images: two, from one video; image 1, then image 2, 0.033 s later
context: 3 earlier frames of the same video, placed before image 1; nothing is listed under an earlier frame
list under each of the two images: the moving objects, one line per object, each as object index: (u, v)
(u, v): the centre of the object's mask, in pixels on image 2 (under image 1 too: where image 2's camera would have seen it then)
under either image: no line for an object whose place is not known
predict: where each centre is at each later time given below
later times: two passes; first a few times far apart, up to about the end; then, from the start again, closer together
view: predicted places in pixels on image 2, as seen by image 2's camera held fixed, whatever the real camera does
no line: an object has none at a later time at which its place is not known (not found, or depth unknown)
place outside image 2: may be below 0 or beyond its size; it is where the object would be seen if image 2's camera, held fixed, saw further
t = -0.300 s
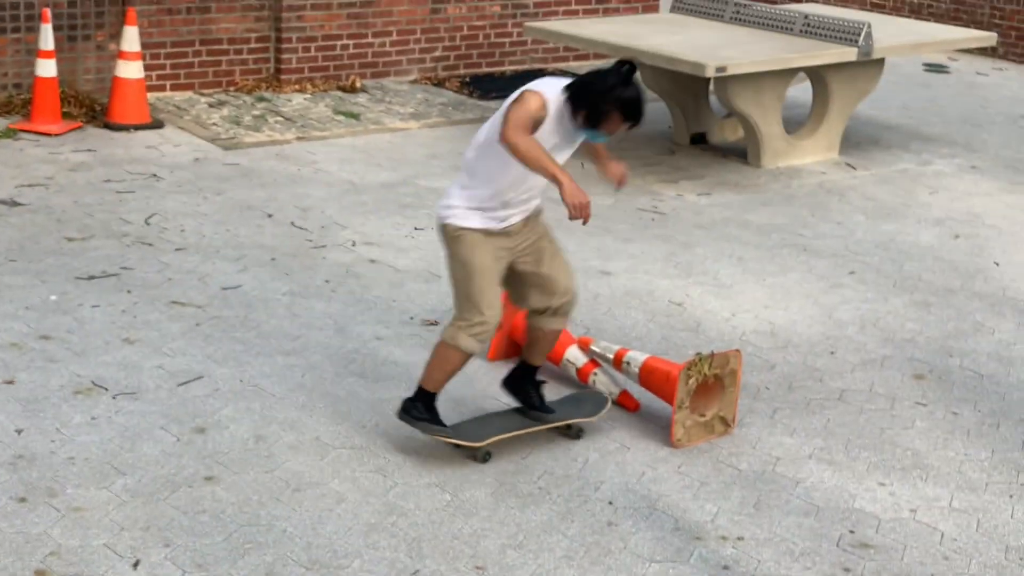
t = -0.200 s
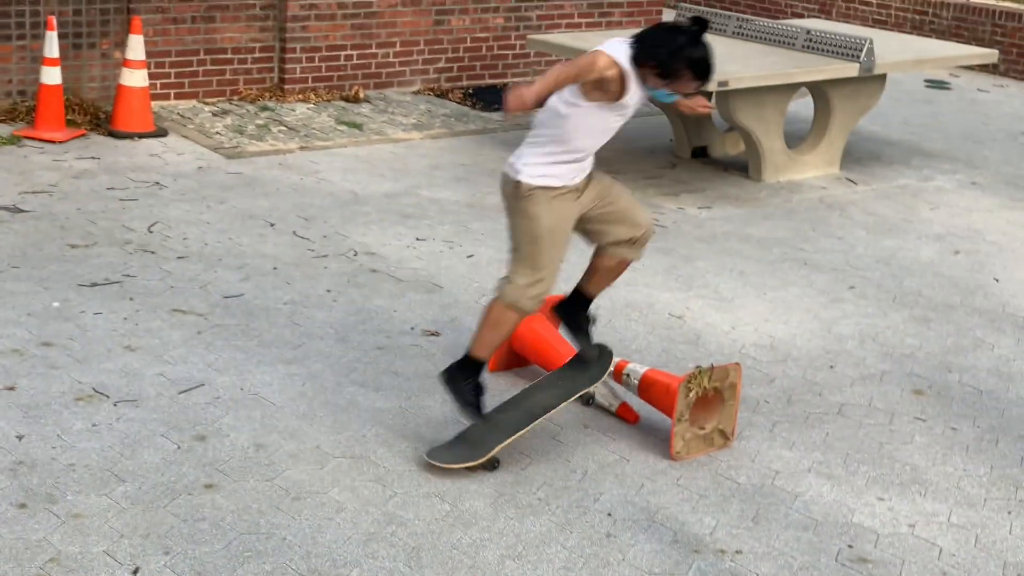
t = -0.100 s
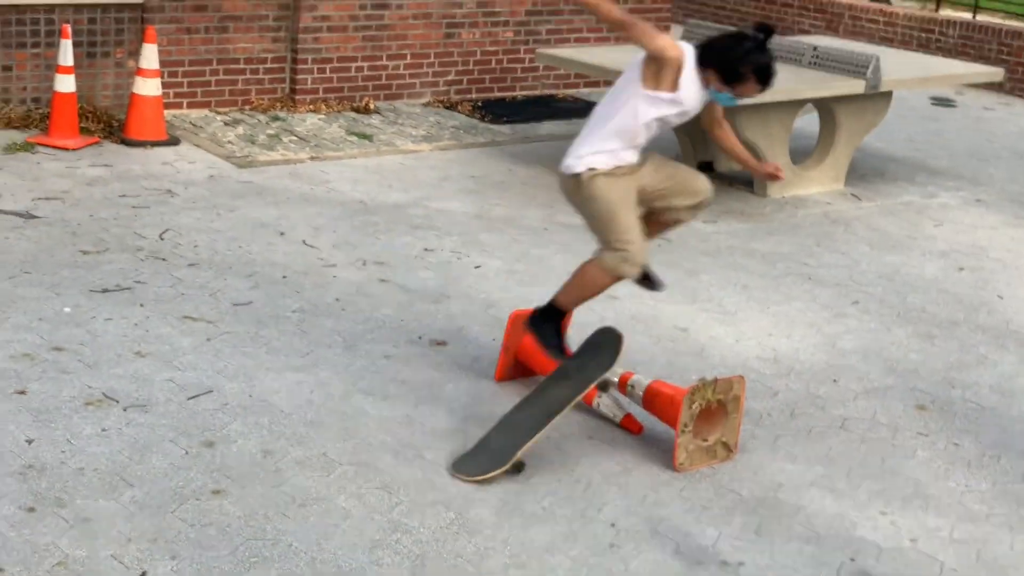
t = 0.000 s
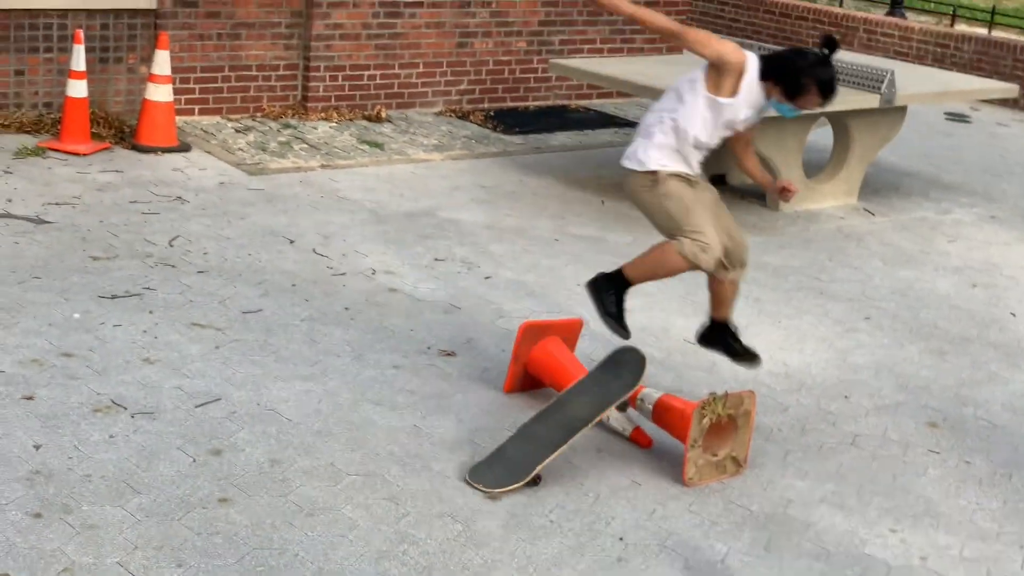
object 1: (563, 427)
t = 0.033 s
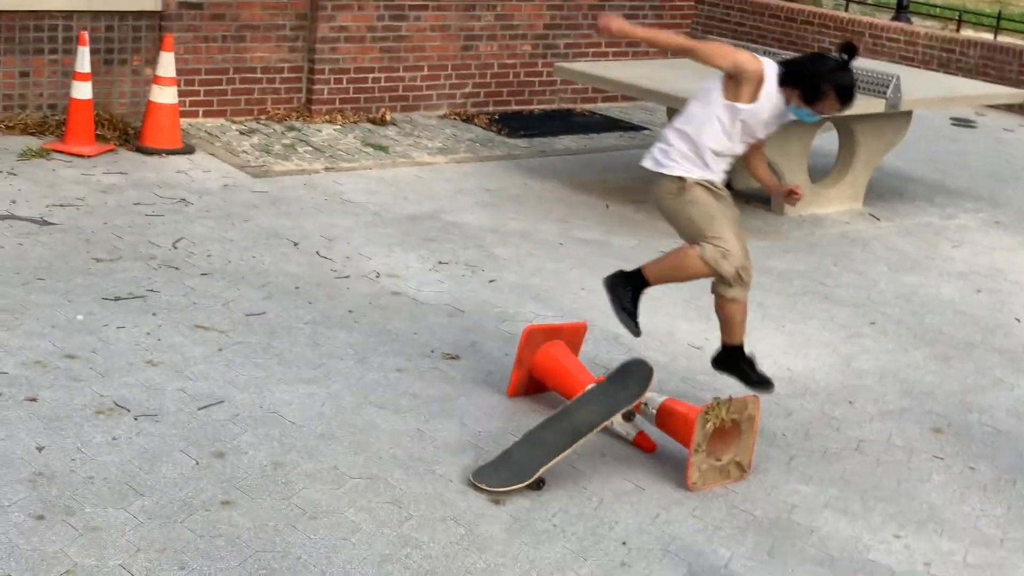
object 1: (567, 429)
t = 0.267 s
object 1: (579, 450)
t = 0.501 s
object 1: (577, 452)
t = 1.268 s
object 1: (576, 453)
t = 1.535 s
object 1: (578, 452)
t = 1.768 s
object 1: (576, 453)
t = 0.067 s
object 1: (568, 432)
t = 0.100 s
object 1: (575, 436)
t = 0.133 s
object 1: (578, 443)
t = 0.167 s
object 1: (581, 450)
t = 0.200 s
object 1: (581, 451)
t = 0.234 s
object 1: (580, 450)
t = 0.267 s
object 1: (579, 450)
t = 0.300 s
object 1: (579, 452)
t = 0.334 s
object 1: (579, 452)
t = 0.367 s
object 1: (578, 452)
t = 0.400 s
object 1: (578, 452)
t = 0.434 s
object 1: (577, 452)
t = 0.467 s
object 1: (577, 452)
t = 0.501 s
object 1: (577, 452)
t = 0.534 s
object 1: (576, 452)
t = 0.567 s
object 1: (576, 452)
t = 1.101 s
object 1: (576, 452)
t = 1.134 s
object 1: (577, 452)
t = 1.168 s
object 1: (575, 454)
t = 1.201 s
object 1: (575, 454)
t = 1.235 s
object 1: (576, 453)
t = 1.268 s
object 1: (576, 453)
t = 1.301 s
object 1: (577, 452)
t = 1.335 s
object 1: (577, 453)
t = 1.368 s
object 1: (577, 453)
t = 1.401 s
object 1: (577, 453)
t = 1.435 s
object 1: (578, 452)
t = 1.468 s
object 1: (578, 452)
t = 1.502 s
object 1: (578, 452)
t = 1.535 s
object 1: (578, 452)
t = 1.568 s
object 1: (578, 452)
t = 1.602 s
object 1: (578, 452)
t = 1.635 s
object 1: (577, 452)
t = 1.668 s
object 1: (577, 453)
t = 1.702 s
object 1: (577, 453)
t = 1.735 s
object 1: (577, 453)
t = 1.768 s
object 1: (576, 453)
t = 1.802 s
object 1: (575, 453)
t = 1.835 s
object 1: (583, 450)
